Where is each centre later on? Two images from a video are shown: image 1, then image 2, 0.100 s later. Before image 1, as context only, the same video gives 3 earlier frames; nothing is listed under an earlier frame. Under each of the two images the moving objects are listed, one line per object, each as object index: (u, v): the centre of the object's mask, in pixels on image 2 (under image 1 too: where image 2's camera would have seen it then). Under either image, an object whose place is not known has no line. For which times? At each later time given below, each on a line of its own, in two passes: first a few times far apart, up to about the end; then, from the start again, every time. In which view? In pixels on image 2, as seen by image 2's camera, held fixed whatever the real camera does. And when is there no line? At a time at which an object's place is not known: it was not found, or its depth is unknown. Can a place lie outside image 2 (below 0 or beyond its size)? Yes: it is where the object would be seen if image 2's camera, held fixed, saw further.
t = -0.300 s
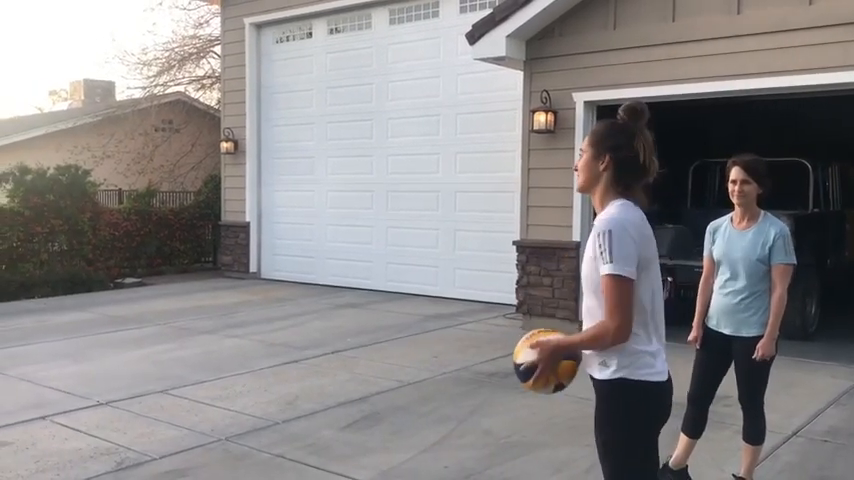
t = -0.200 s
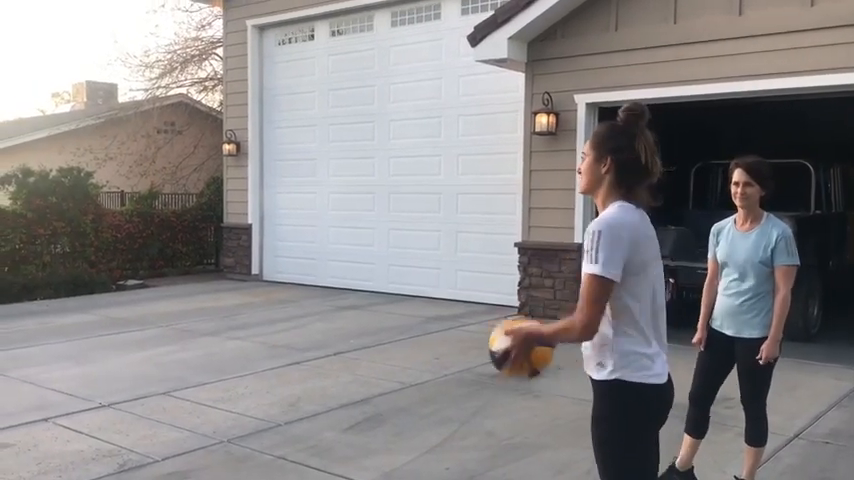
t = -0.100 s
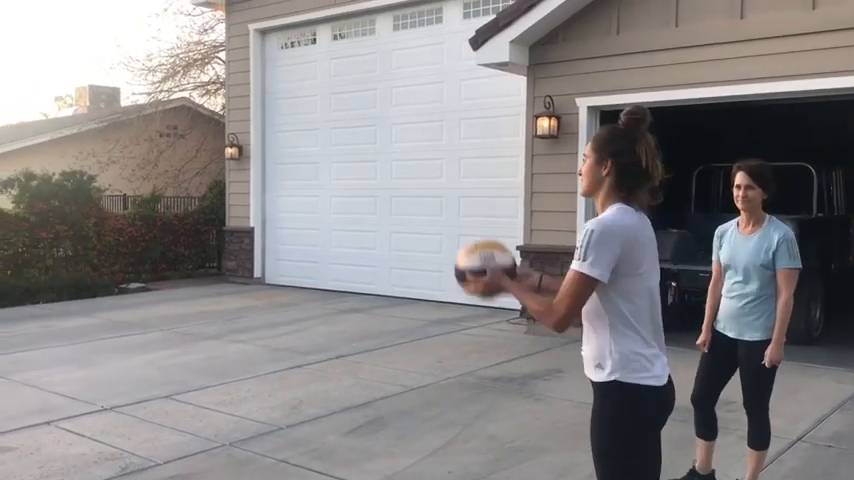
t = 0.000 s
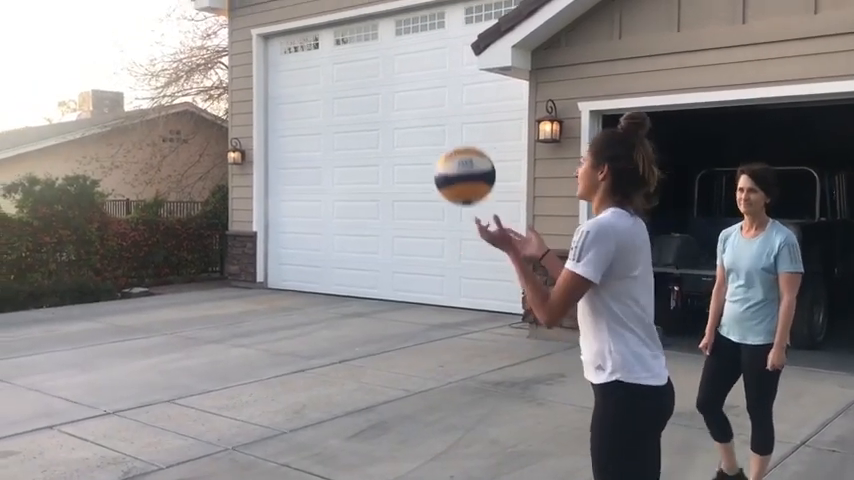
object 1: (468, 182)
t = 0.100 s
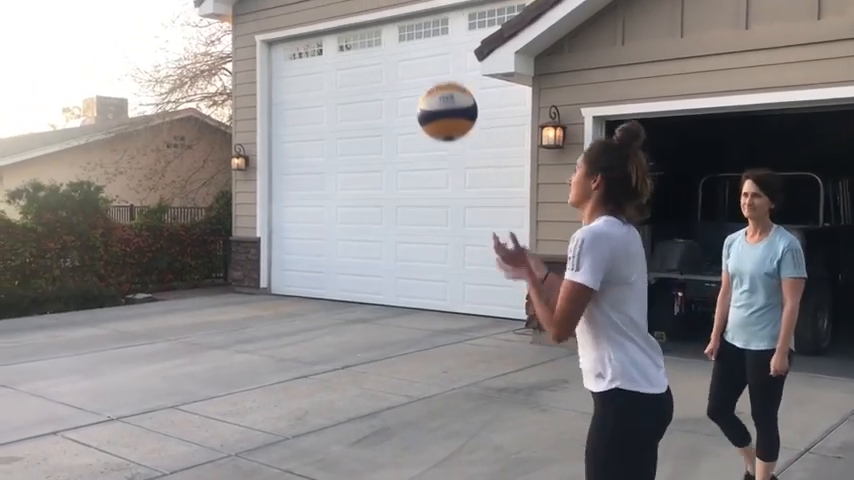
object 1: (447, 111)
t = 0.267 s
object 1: (414, 60)
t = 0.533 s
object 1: (371, 134)
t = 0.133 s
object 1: (440, 95)
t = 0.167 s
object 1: (433, 81)
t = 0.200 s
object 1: (427, 71)
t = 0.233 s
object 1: (421, 64)
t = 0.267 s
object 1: (414, 60)
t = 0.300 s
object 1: (408, 59)
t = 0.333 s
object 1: (403, 61)
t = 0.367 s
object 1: (397, 67)
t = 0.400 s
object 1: (392, 75)
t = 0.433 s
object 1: (386, 86)
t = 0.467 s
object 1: (382, 100)
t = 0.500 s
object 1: (376, 116)
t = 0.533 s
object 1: (371, 134)
